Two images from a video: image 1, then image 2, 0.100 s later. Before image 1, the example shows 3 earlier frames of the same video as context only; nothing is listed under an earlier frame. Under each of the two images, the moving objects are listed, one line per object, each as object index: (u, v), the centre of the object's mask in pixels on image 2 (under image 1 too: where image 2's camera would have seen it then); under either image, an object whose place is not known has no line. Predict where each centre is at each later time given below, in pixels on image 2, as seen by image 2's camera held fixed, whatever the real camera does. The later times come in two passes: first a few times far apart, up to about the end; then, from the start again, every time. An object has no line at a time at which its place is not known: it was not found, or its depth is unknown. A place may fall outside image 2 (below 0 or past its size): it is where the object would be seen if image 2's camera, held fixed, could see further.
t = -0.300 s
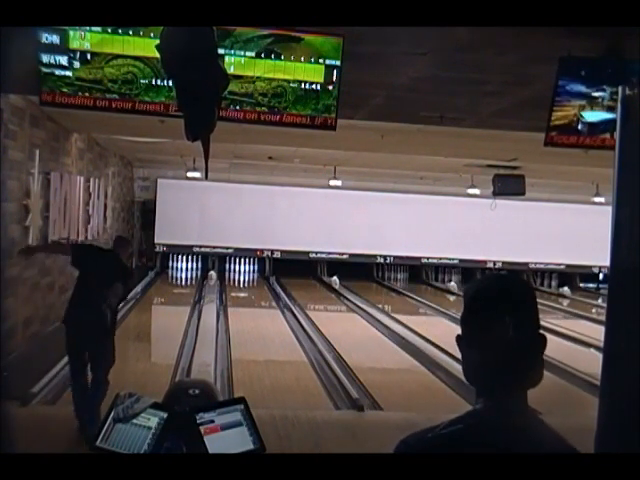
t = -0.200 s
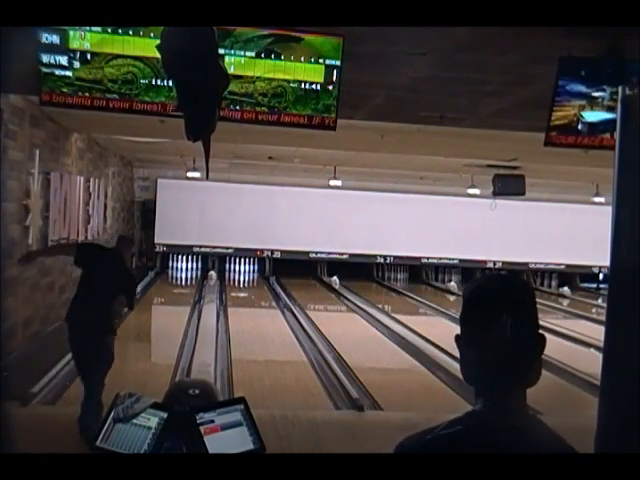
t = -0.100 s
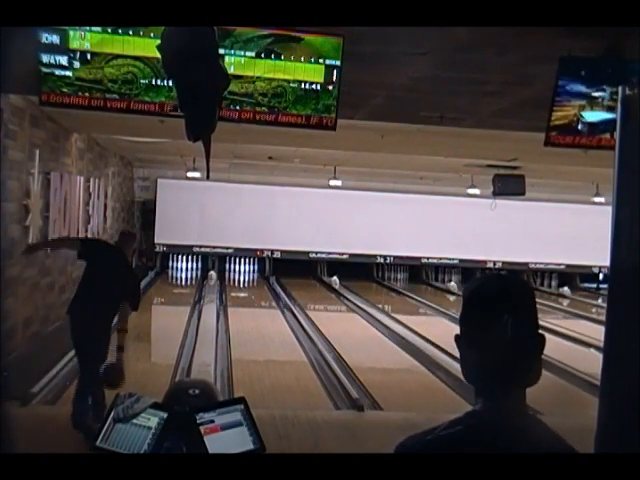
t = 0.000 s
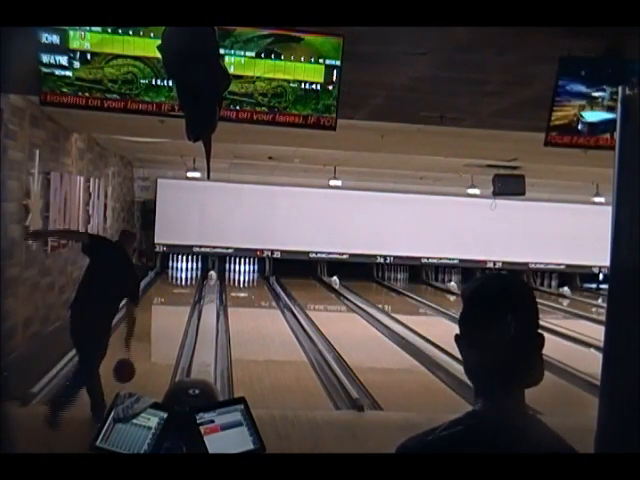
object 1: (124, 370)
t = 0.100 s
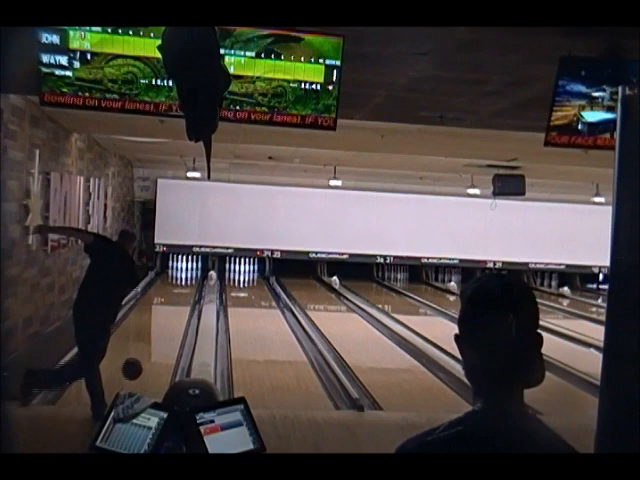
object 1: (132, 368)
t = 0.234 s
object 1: (141, 366)
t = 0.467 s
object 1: (154, 344)
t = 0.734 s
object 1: (165, 326)
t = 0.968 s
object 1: (172, 314)
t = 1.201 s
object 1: (177, 303)
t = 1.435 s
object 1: (181, 295)
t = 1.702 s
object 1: (185, 288)
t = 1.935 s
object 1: (188, 282)
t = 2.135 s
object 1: (189, 278)
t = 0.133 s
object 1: (134, 370)
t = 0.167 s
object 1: (136, 372)
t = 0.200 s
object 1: (138, 371)
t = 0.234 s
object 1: (141, 366)
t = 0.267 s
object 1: (143, 363)
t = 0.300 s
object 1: (145, 360)
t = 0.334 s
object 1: (147, 356)
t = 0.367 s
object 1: (149, 353)
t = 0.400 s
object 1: (151, 350)
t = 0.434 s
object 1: (152, 347)
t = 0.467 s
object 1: (154, 344)
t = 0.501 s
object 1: (155, 342)
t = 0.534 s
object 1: (157, 339)
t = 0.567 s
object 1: (158, 337)
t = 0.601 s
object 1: (160, 335)
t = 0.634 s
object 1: (161, 332)
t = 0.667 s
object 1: (162, 330)
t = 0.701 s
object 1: (164, 328)
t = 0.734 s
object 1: (165, 326)
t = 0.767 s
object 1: (166, 324)
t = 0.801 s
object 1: (167, 322)
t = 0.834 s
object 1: (168, 321)
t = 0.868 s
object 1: (169, 319)
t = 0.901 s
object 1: (170, 317)
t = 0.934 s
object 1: (171, 315)
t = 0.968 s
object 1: (172, 314)
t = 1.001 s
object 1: (172, 312)
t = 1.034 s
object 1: (173, 311)
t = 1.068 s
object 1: (174, 309)
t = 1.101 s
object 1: (175, 308)
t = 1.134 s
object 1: (176, 306)
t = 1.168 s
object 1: (177, 304)
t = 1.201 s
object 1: (177, 303)
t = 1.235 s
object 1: (178, 302)
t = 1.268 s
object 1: (178, 301)
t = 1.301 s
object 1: (179, 300)
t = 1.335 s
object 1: (180, 299)
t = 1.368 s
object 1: (181, 298)
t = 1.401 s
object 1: (181, 297)
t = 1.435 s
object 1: (181, 295)
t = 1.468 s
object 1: (182, 294)
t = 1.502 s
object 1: (182, 294)
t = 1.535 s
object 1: (183, 292)
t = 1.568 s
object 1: (184, 291)
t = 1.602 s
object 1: (184, 290)
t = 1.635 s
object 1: (184, 290)
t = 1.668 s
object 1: (185, 289)
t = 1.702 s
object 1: (185, 288)
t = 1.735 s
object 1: (186, 286)
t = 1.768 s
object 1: (186, 286)
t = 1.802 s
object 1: (187, 285)
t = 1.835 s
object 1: (187, 284)
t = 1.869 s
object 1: (188, 283)
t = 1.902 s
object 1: (188, 282)
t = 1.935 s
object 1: (188, 282)
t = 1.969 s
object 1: (188, 281)
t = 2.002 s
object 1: (189, 281)
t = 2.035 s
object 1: (189, 280)
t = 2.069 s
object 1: (189, 279)
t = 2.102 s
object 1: (189, 278)
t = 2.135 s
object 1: (189, 278)
